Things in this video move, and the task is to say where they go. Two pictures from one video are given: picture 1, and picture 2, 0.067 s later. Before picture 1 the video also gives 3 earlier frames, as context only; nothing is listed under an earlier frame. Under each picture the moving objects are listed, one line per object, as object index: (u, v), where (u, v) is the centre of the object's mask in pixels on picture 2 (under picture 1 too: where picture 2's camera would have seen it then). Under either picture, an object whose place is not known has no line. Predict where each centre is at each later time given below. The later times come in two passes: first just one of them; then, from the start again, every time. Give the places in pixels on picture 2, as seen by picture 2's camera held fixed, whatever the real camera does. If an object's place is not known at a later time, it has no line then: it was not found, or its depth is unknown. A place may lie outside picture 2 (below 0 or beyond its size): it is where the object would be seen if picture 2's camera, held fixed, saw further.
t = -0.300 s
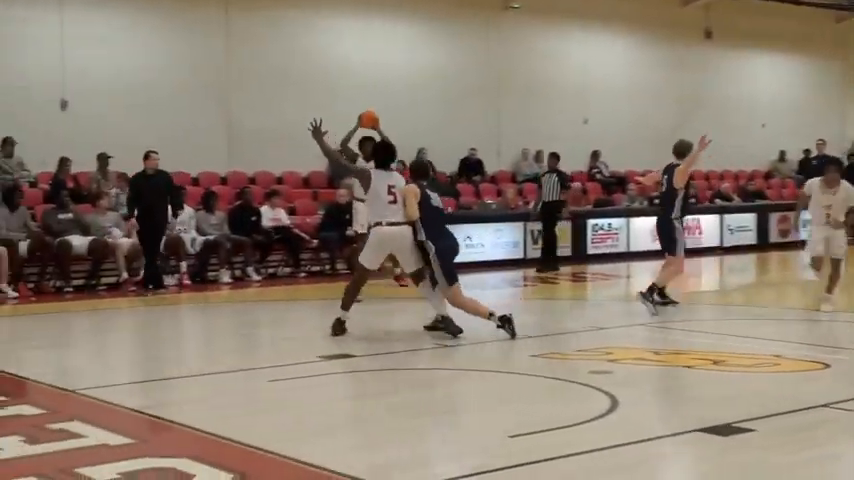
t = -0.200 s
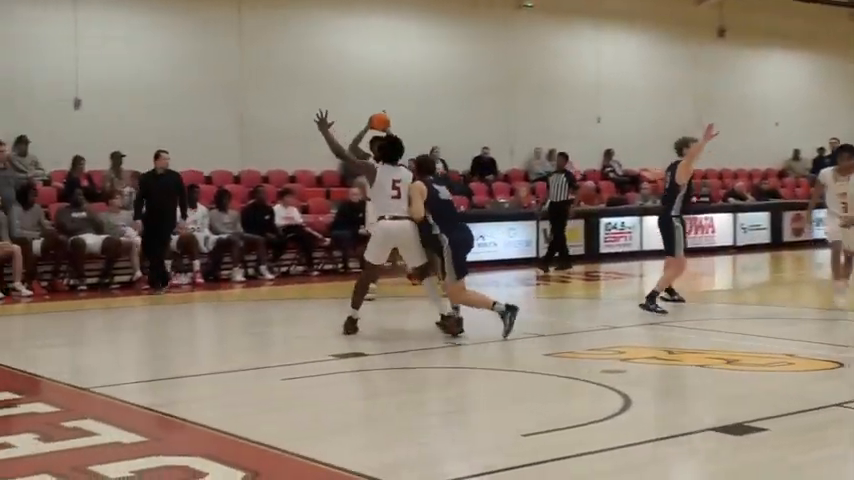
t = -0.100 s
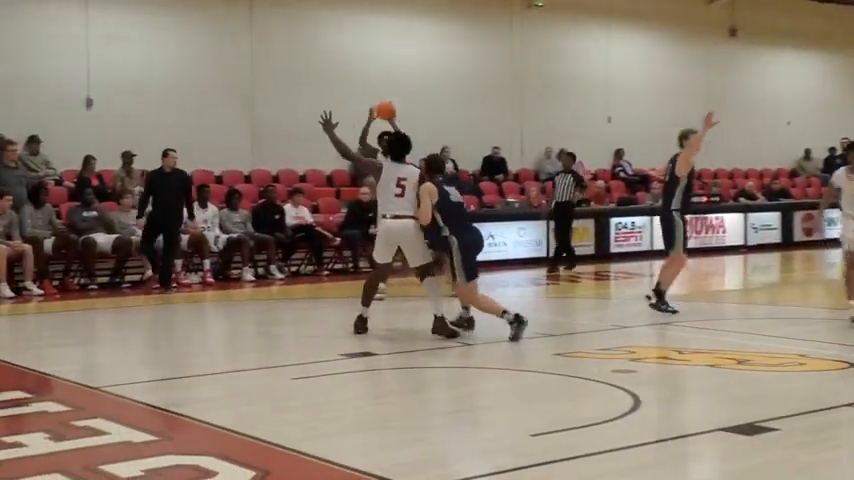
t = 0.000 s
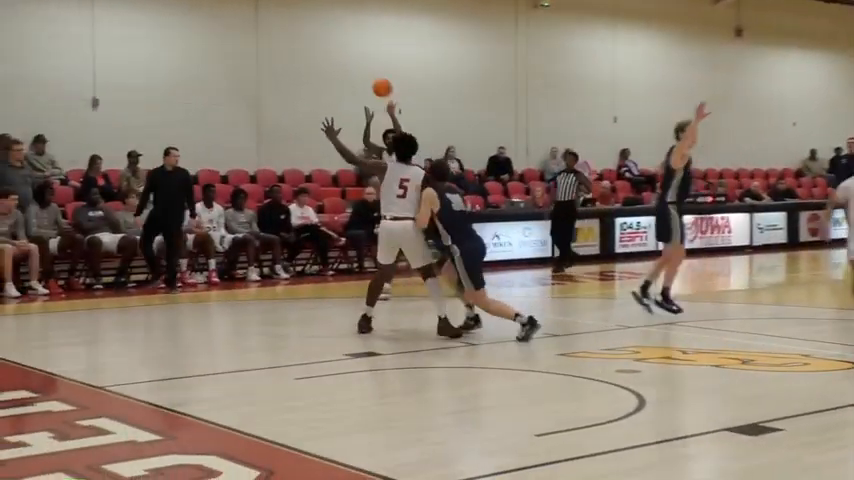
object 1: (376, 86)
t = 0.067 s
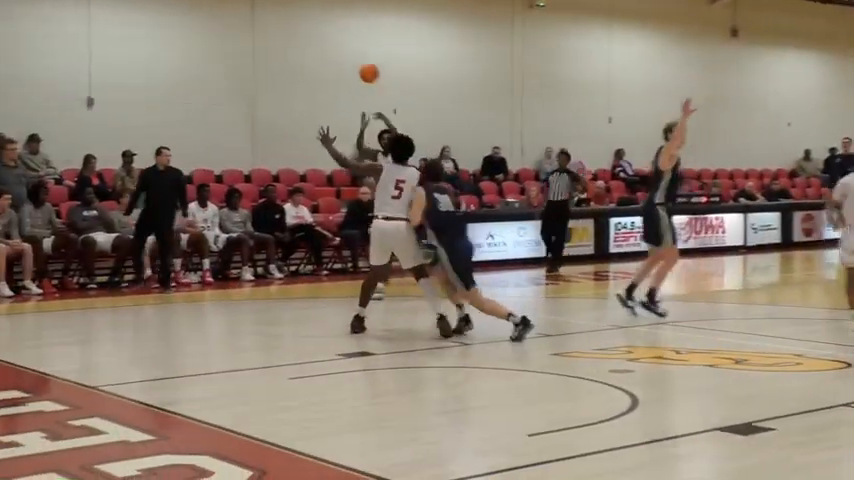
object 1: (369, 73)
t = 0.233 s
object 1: (342, 52)
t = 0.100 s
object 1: (364, 67)
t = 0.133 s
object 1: (358, 62)
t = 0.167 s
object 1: (353, 57)
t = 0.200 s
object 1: (347, 54)
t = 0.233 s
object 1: (342, 52)
